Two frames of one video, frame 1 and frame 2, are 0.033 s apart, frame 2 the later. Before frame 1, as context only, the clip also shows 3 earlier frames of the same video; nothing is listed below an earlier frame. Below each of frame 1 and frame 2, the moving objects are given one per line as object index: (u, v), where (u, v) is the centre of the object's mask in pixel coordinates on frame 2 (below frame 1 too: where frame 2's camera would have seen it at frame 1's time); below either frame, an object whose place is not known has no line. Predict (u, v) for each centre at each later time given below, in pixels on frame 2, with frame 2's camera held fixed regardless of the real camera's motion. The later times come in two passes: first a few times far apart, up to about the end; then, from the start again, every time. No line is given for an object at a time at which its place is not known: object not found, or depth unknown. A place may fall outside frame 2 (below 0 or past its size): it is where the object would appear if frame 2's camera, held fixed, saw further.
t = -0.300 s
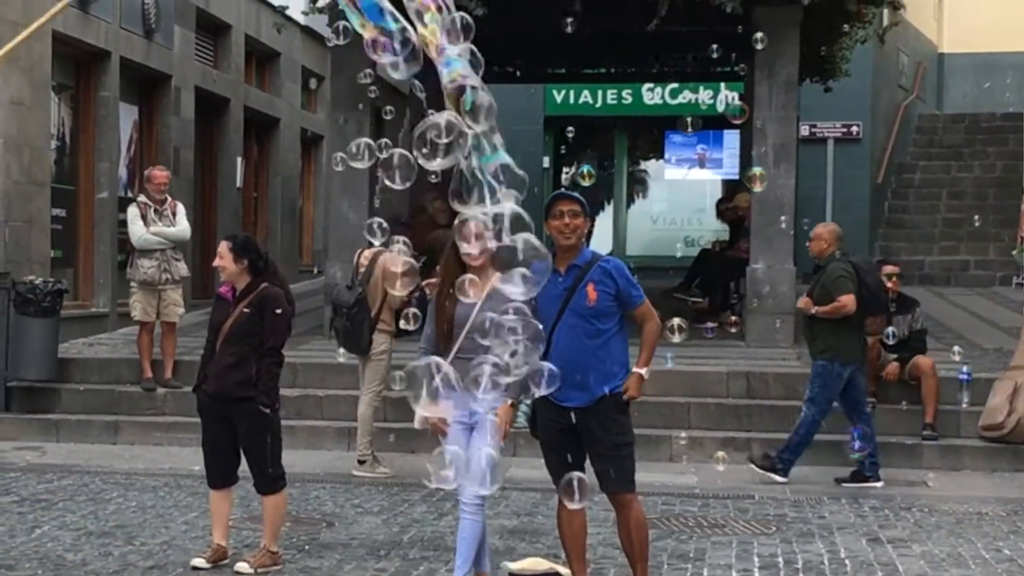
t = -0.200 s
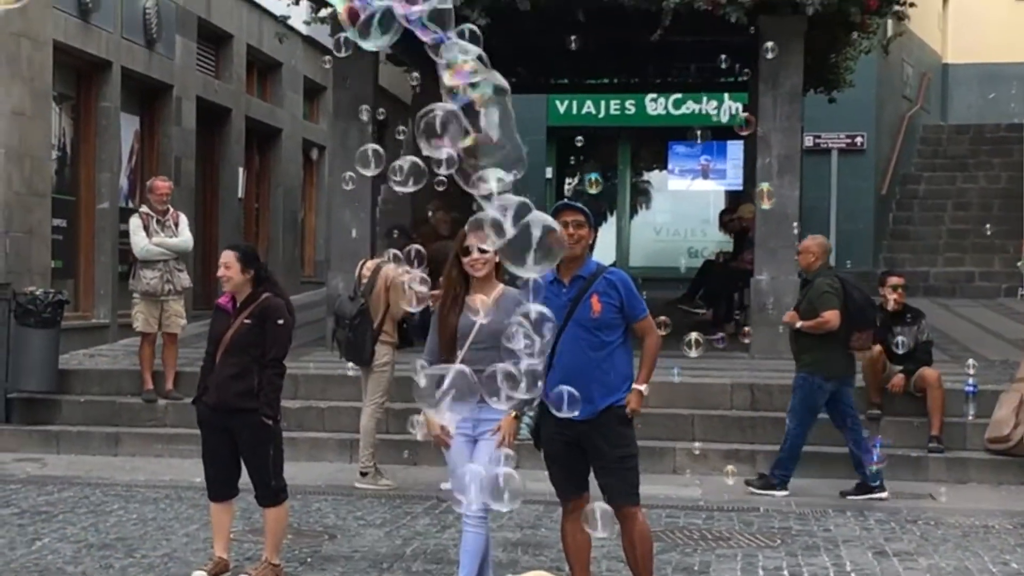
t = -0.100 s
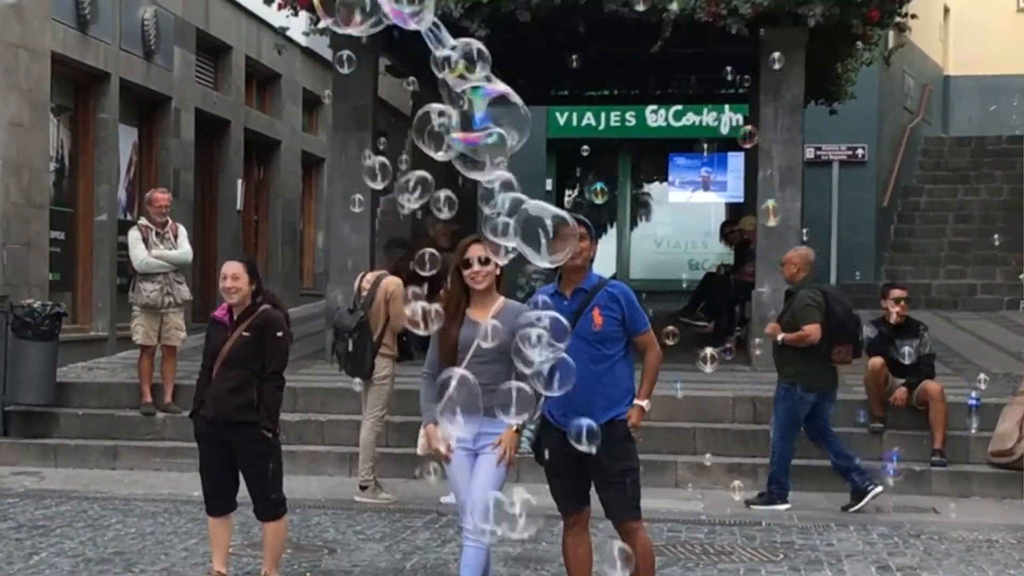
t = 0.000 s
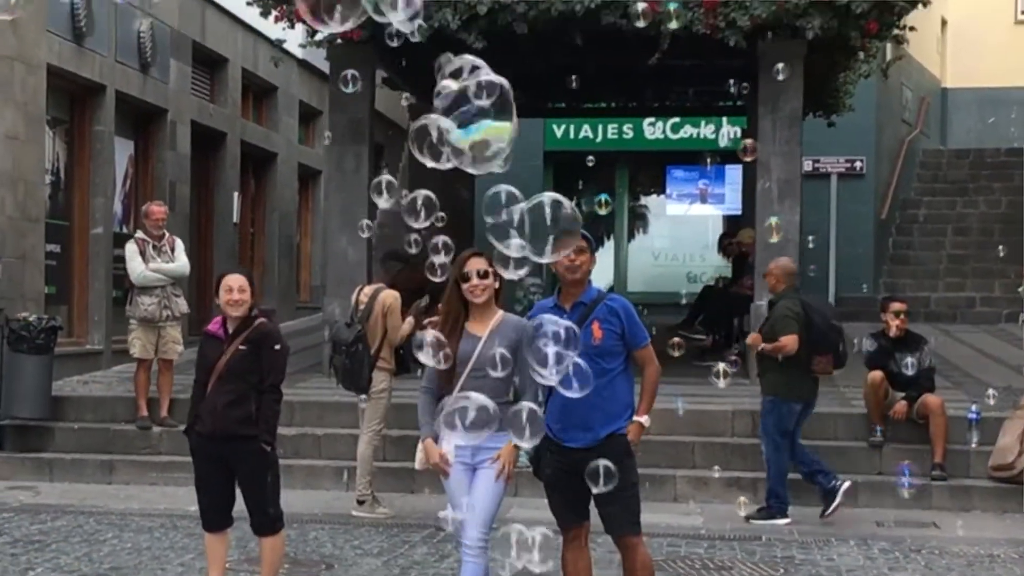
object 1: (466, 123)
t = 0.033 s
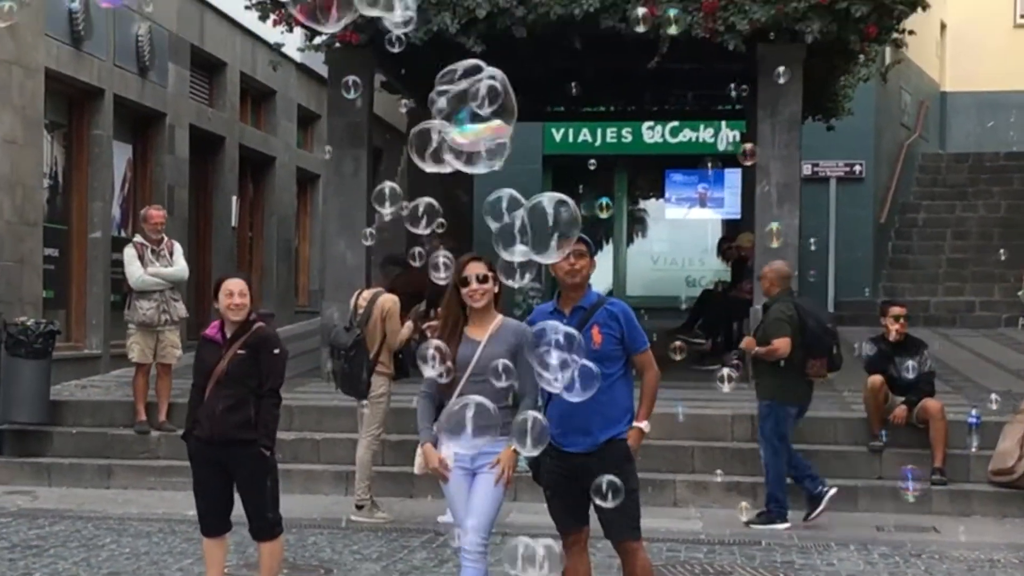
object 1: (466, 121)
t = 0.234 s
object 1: (474, 103)
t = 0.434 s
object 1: (475, 104)
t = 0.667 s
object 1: (475, 112)
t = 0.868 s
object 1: (473, 130)
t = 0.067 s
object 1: (466, 119)
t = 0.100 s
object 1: (467, 118)
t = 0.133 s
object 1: (466, 118)
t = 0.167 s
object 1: (475, 106)
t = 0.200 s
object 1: (474, 105)
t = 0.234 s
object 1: (474, 103)
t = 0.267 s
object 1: (474, 102)
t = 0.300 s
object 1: (474, 103)
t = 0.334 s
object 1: (476, 105)
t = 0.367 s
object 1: (474, 103)
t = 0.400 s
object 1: (474, 104)
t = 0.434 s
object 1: (475, 104)
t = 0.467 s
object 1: (475, 105)
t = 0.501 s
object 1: (475, 105)
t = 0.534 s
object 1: (474, 106)
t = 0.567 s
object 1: (475, 108)
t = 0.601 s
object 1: (475, 109)
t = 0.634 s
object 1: (475, 110)
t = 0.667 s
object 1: (475, 112)
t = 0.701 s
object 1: (474, 115)
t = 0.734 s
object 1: (474, 117)
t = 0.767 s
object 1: (474, 120)
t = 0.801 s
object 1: (473, 123)
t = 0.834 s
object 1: (473, 126)
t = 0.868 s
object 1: (473, 130)
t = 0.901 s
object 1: (473, 133)
